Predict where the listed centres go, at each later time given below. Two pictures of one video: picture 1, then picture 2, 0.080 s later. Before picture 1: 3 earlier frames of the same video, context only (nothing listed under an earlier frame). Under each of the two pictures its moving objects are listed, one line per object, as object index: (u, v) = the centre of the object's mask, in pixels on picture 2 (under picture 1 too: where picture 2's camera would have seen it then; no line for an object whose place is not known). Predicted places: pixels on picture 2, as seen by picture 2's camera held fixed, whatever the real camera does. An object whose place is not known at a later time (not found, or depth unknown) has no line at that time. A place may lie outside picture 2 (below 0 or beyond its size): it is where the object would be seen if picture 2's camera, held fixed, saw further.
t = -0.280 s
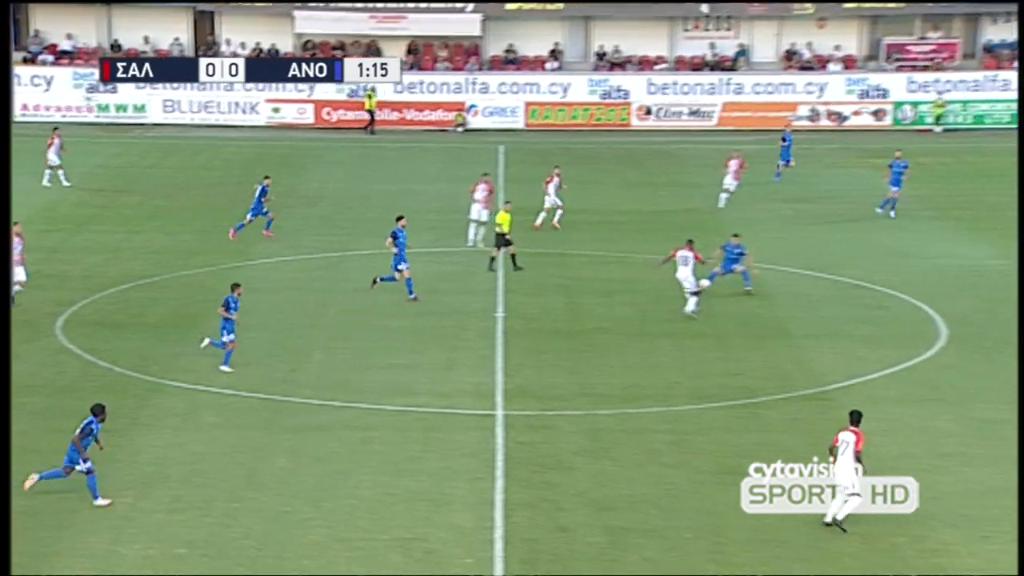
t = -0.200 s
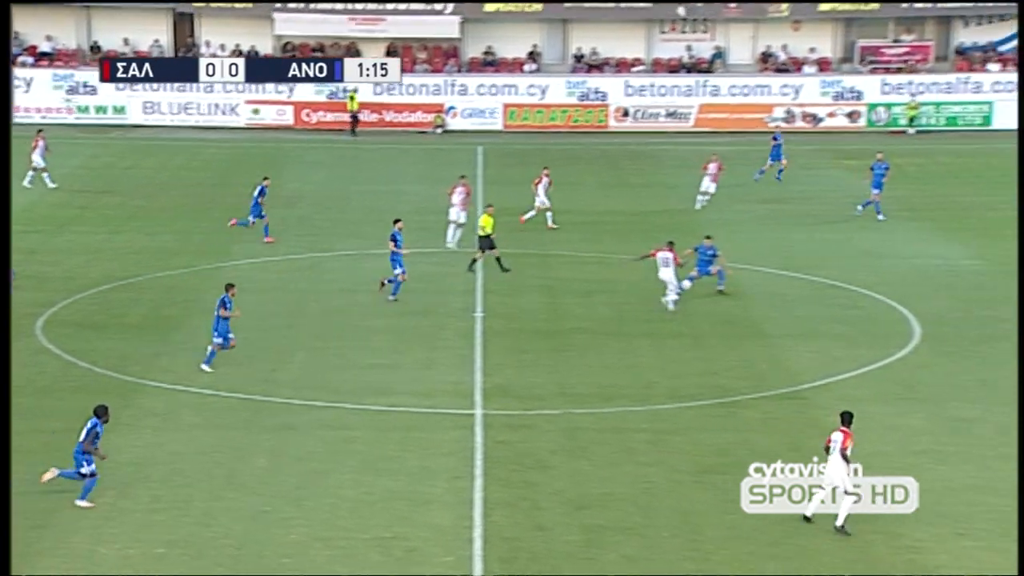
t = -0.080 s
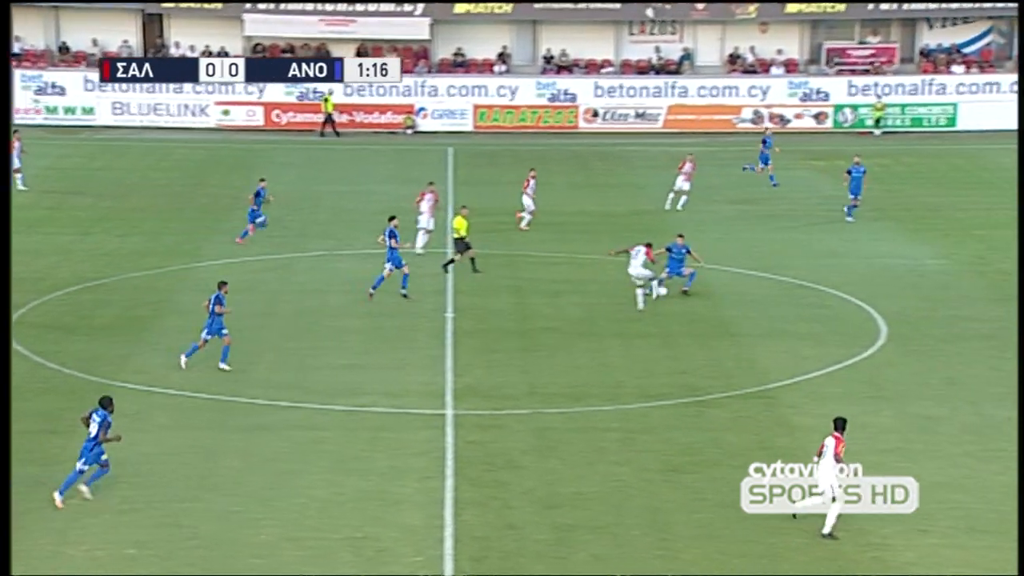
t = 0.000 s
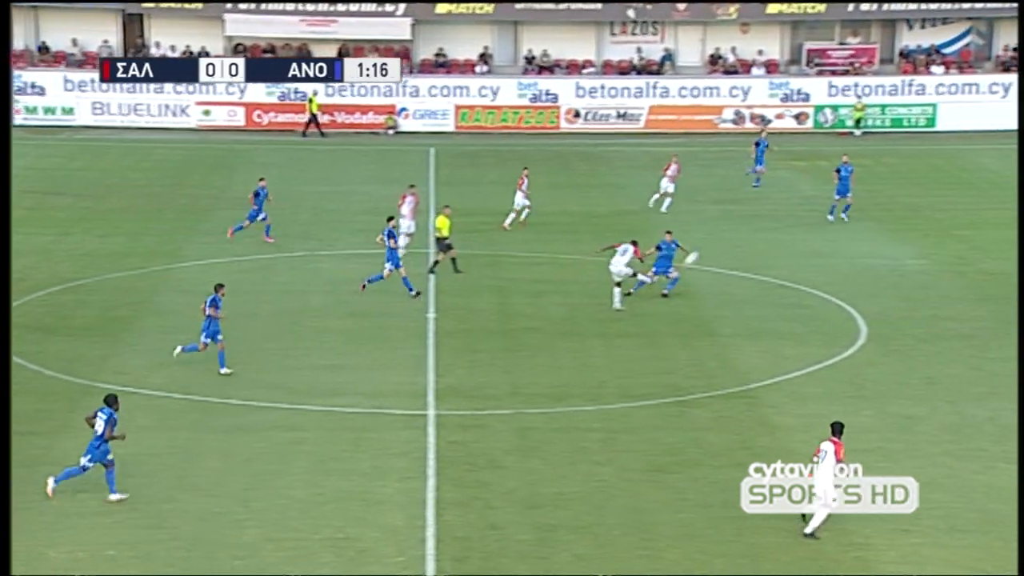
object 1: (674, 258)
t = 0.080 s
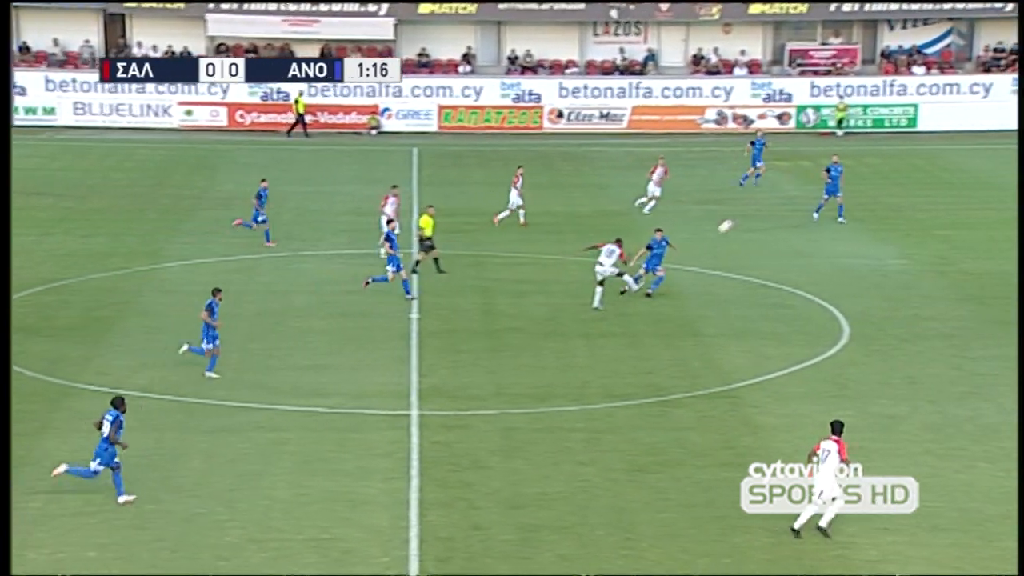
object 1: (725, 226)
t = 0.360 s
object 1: (892, 145)
